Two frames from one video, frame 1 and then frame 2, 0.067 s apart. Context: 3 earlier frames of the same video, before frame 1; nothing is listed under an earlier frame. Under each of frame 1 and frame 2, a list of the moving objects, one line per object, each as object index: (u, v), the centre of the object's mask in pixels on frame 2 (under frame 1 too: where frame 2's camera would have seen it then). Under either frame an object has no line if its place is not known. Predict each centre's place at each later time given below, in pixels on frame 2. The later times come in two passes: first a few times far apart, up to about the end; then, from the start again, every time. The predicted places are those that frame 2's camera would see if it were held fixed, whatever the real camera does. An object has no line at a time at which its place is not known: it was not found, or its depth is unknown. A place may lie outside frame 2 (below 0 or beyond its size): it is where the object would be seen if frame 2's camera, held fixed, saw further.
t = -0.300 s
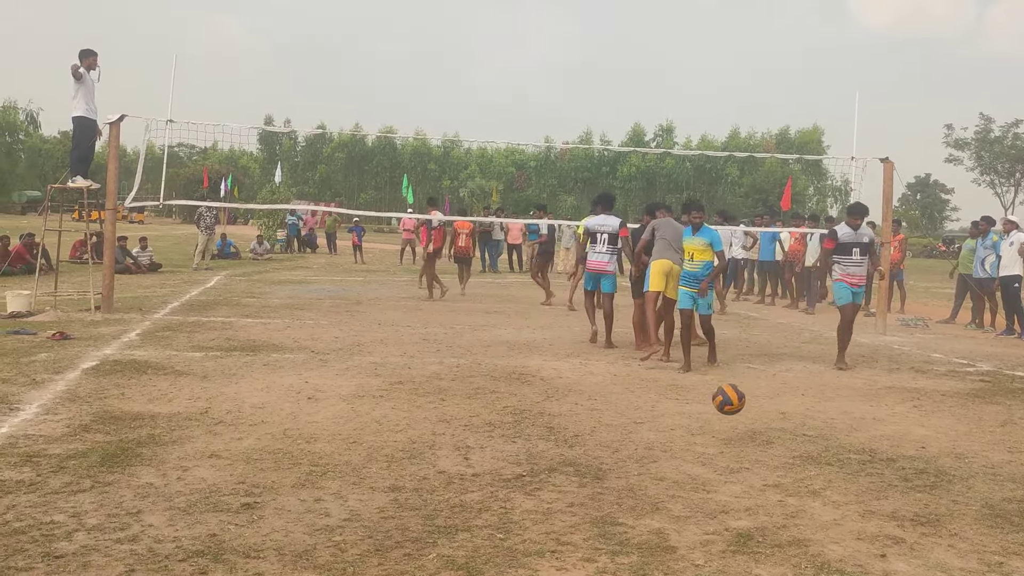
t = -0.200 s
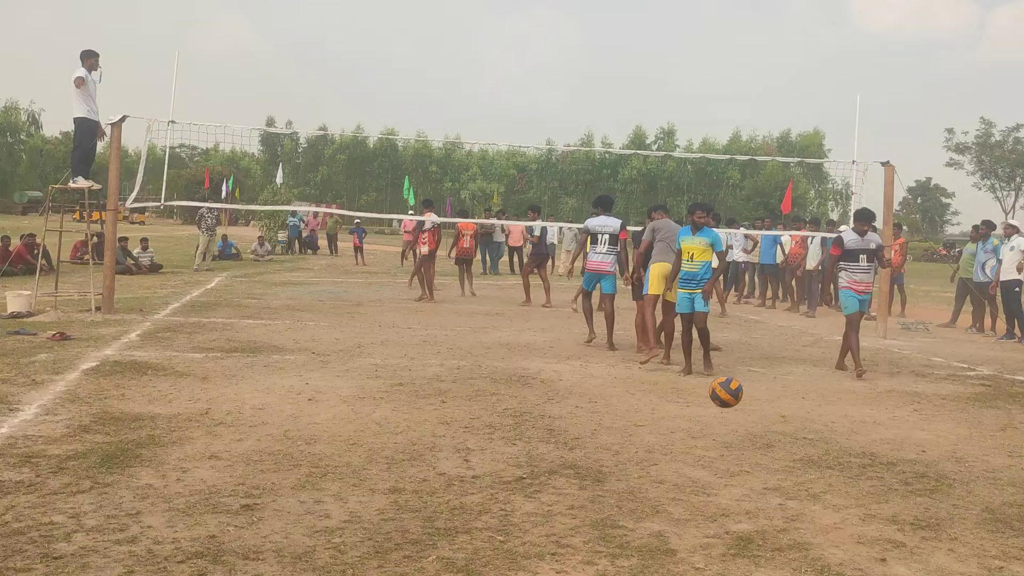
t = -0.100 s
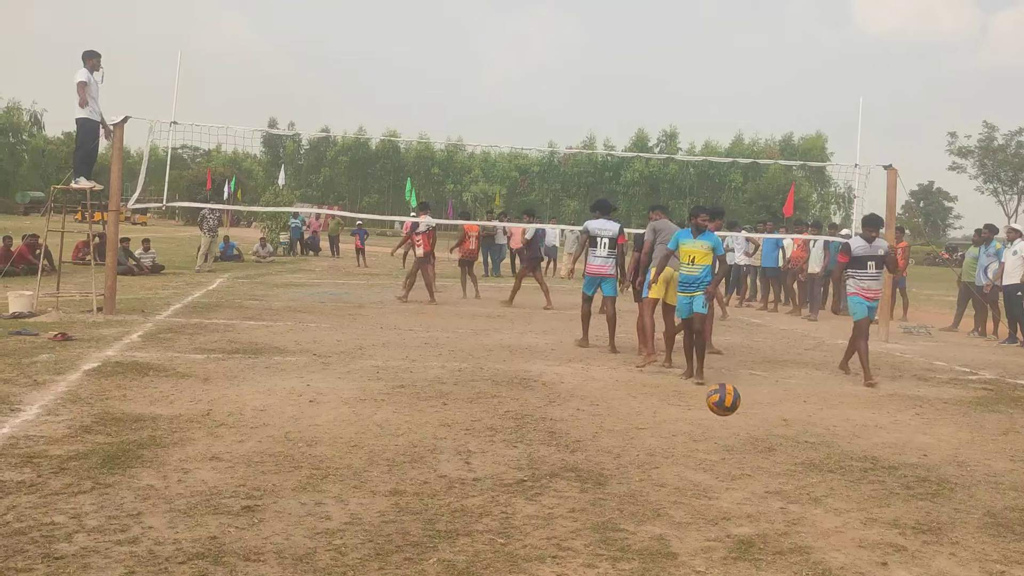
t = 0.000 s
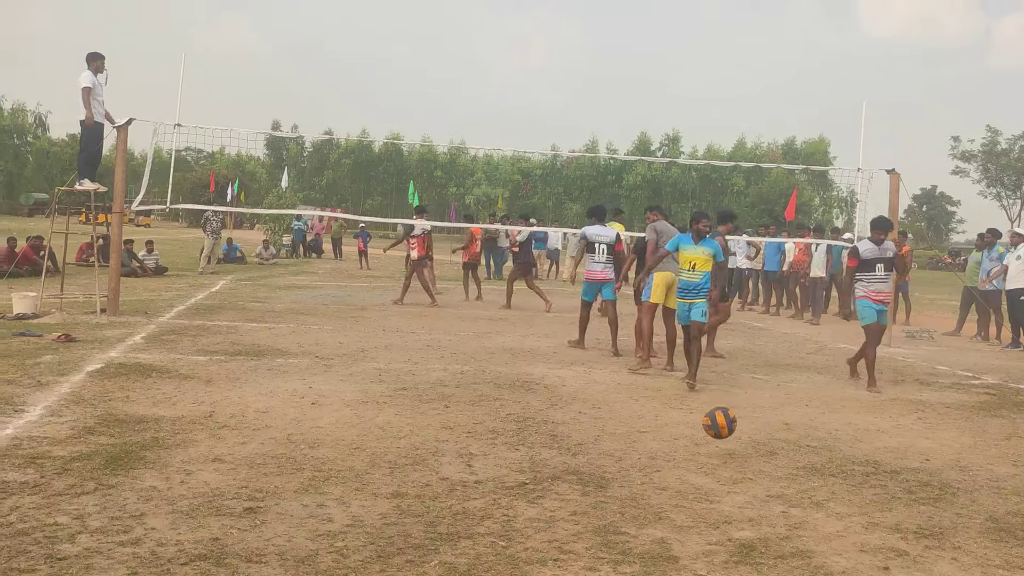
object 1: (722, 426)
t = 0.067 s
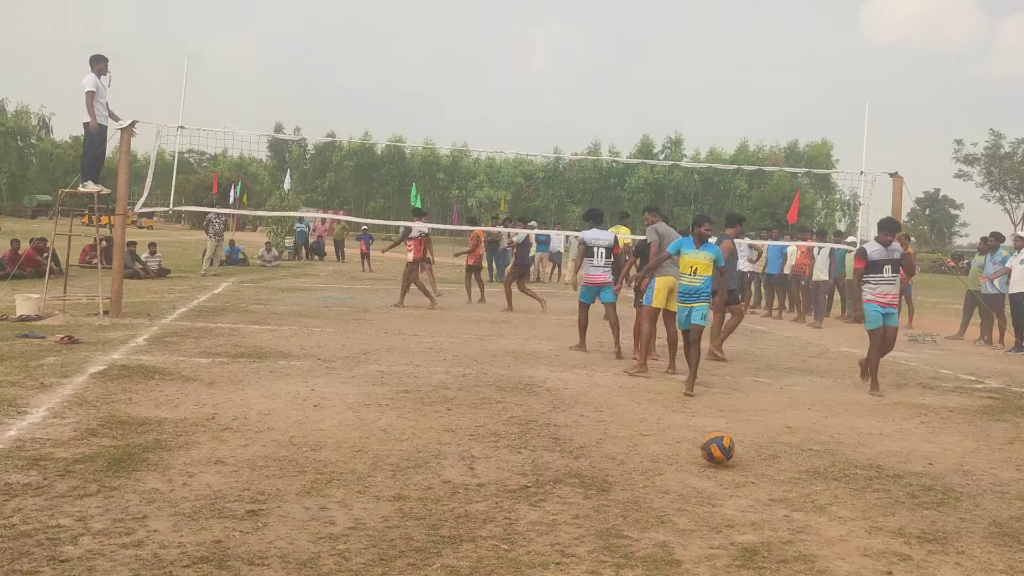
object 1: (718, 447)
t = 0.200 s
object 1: (710, 431)
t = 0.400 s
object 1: (694, 445)
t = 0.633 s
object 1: (681, 443)
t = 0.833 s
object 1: (668, 468)
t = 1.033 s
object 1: (655, 465)
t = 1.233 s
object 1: (644, 474)
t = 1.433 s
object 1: (632, 484)
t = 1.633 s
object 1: (620, 496)
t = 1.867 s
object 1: (607, 510)
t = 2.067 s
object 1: (591, 523)
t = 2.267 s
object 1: (573, 532)
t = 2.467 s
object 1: (554, 539)
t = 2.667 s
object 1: (532, 548)
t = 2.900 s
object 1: (501, 556)
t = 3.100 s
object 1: (479, 561)
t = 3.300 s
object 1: (458, 568)
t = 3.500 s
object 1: (440, 570)
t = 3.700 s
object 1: (424, 563)
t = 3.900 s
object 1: (401, 575)
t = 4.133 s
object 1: (372, 586)
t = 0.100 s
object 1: (715, 448)
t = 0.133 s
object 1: (714, 440)
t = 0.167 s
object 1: (712, 435)
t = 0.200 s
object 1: (710, 431)
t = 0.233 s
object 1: (708, 429)
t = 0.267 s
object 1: (705, 428)
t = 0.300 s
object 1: (703, 430)
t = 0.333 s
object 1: (700, 433)
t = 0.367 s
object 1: (697, 438)
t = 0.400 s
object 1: (694, 445)
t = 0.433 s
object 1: (691, 454)
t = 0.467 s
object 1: (688, 463)
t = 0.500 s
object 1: (687, 456)
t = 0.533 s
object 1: (686, 450)
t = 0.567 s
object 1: (684, 445)
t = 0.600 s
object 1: (683, 443)
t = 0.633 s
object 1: (681, 443)
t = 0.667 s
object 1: (679, 445)
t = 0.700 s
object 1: (677, 448)
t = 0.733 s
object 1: (675, 453)
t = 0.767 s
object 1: (673, 461)
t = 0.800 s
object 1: (670, 469)
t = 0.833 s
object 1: (668, 468)
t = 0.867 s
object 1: (666, 462)
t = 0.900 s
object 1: (664, 459)
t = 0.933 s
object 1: (662, 458)
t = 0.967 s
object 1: (660, 458)
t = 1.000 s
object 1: (657, 460)
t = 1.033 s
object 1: (655, 465)
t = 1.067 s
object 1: (652, 471)
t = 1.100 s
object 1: (649, 480)
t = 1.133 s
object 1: (648, 477)
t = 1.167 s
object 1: (646, 474)
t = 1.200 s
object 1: (645, 473)
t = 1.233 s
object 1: (644, 474)
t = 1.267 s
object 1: (642, 476)
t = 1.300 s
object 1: (640, 481)
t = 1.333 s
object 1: (638, 488)
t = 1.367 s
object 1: (636, 487)
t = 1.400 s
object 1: (635, 485)
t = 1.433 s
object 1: (632, 484)
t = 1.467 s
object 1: (630, 486)
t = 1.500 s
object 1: (628, 490)
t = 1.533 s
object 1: (625, 496)
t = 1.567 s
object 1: (624, 495)
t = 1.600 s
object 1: (622, 494)
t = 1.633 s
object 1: (620, 496)
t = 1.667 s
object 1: (619, 499)
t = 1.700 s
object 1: (617, 503)
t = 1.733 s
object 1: (615, 502)
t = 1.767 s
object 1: (613, 503)
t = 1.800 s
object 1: (611, 506)
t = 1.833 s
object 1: (609, 509)
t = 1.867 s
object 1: (607, 510)
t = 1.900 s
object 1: (605, 512)
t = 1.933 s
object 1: (602, 514)
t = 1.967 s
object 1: (599, 516)
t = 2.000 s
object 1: (597, 518)
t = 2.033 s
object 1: (594, 521)
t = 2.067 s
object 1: (591, 523)
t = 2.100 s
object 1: (588, 524)
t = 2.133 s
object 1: (585, 526)
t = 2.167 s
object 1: (582, 528)
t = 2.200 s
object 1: (579, 529)
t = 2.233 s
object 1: (575, 531)
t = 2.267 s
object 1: (573, 532)
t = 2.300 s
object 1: (570, 534)
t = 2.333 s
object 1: (566, 536)
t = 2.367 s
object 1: (563, 537)
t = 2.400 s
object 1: (560, 539)
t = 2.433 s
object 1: (557, 538)
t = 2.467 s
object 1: (554, 539)
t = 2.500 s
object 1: (550, 540)
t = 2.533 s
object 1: (547, 542)
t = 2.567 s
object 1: (544, 543)
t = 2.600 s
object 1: (540, 545)
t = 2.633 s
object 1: (536, 547)
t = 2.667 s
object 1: (532, 548)
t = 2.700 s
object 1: (528, 549)
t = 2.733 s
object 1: (523, 551)
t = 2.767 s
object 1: (518, 551)
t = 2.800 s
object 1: (514, 553)
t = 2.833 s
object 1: (510, 554)
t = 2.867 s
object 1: (506, 555)
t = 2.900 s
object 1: (501, 556)
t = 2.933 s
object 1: (497, 557)
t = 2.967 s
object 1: (494, 558)
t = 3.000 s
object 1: (489, 559)
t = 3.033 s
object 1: (486, 560)
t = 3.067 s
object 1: (482, 560)
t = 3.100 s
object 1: (479, 561)
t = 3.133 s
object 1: (476, 562)
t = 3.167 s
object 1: (473, 563)
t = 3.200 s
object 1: (470, 564)
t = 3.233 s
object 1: (466, 566)
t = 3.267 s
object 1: (462, 568)
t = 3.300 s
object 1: (458, 568)
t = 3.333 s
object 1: (454, 569)
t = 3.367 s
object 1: (450, 569)
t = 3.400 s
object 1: (448, 569)
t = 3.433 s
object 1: (445, 569)
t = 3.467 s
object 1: (442, 570)
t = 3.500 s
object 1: (440, 570)
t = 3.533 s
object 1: (437, 570)
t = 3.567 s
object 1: (435, 569)
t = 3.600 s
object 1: (433, 567)
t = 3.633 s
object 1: (430, 566)
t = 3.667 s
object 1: (427, 564)
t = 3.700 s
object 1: (424, 563)
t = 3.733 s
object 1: (421, 563)
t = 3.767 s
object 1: (418, 564)
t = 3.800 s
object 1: (415, 566)
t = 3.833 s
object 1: (410, 568)
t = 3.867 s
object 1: (406, 571)
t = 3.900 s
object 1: (401, 575)
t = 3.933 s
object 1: (396, 579)
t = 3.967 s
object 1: (393, 582)
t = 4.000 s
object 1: (388, 585)
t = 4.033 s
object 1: (384, 585)
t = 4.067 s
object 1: (380, 585)
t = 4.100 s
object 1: (376, 585)
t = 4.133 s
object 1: (372, 586)
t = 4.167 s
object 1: (369, 587)
